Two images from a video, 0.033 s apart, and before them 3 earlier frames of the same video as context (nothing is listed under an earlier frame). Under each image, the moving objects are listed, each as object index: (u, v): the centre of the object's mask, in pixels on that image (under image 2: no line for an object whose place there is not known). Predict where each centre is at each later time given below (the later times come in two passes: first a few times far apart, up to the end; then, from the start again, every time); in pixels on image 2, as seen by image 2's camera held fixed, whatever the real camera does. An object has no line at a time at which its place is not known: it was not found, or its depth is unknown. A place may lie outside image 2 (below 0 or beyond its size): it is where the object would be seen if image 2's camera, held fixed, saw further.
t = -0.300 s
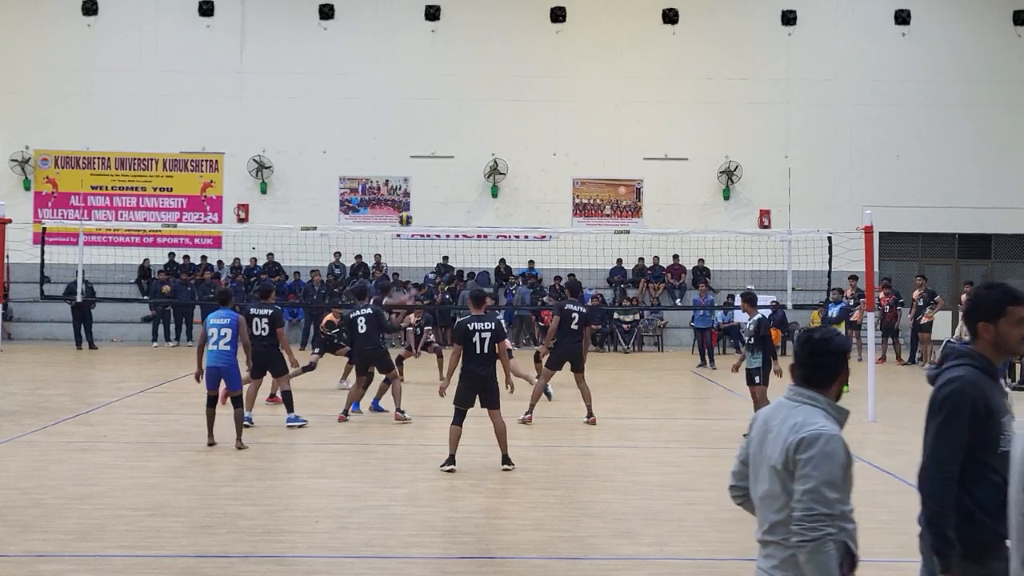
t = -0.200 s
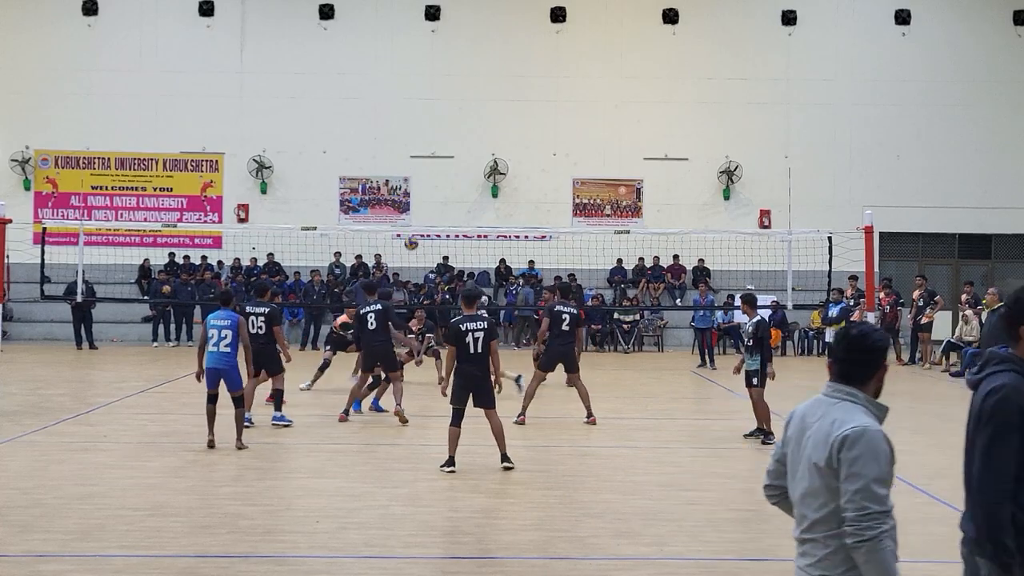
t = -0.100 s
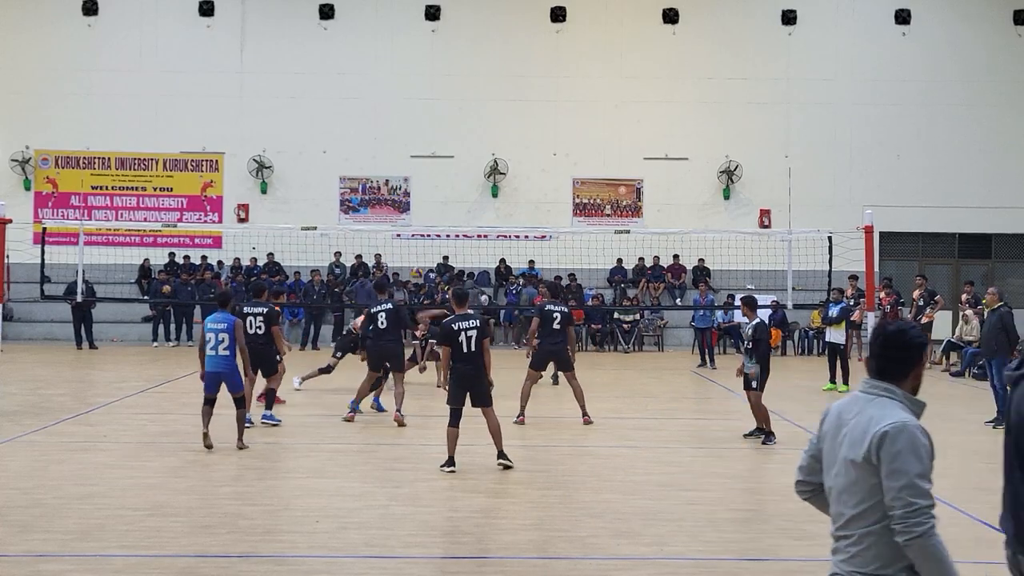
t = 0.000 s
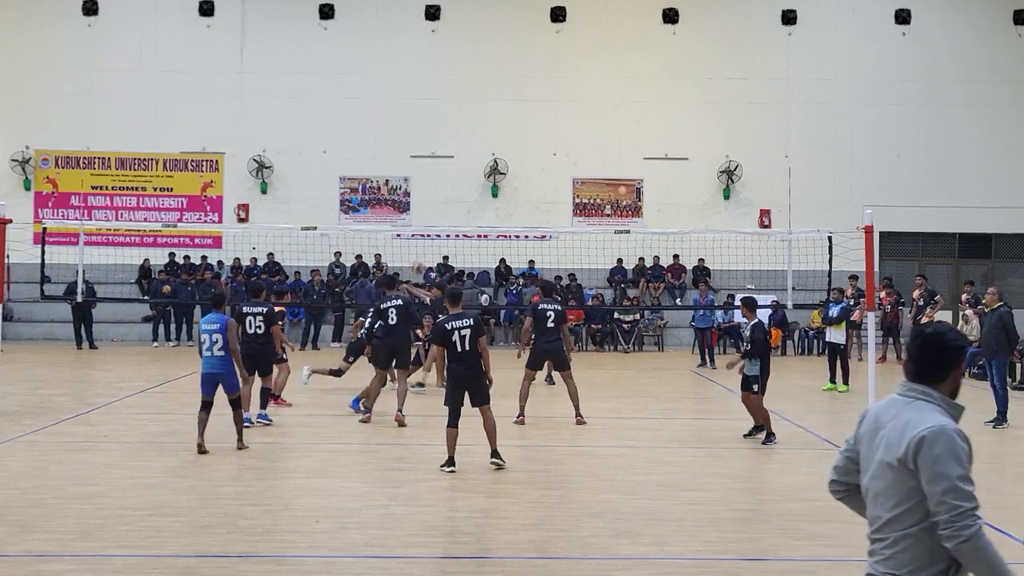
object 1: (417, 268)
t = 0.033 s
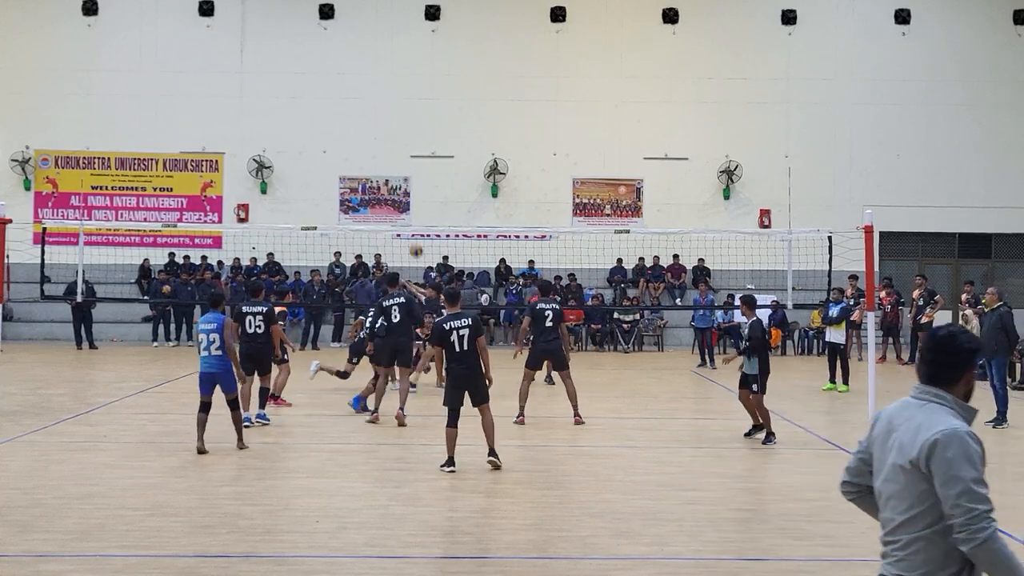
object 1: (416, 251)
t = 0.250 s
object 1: (405, 156)
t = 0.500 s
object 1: (393, 84)
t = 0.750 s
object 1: (381, 54)
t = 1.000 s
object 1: (370, 65)
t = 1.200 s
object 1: (360, 103)
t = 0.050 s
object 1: (415, 243)
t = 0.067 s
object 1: (414, 237)
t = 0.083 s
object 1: (414, 223)
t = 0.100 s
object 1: (413, 218)
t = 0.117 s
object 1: (412, 211)
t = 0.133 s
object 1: (413, 204)
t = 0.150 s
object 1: (411, 196)
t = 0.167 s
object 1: (412, 189)
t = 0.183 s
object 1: (408, 181)
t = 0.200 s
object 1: (408, 175)
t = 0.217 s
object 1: (407, 168)
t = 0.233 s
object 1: (406, 162)
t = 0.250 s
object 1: (405, 156)
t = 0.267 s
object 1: (404, 150)
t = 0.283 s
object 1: (404, 144)
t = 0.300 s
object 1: (403, 138)
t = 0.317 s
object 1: (402, 133)
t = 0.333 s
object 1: (401, 127)
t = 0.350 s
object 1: (400, 122)
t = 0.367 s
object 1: (400, 117)
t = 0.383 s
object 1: (399, 112)
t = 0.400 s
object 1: (398, 108)
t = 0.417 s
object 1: (397, 104)
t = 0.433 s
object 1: (397, 99)
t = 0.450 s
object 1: (396, 95)
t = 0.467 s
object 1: (395, 91)
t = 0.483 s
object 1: (394, 88)
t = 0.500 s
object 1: (393, 84)
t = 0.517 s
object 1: (392, 81)
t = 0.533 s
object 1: (392, 78)
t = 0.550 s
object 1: (391, 75)
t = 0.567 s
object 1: (390, 72)
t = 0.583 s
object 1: (389, 70)
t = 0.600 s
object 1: (388, 68)
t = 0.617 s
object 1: (388, 65)
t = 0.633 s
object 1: (387, 63)
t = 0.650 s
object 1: (386, 61)
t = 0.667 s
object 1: (385, 60)
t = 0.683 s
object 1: (385, 58)
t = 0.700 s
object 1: (384, 57)
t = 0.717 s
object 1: (383, 56)
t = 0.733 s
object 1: (382, 55)
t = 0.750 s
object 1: (381, 54)
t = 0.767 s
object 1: (381, 54)
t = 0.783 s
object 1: (380, 53)
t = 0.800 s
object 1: (379, 53)
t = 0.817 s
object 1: (378, 53)
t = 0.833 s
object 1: (377, 53)
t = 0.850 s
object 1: (377, 54)
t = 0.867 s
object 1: (376, 54)
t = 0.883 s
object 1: (375, 55)
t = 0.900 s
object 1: (374, 56)
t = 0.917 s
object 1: (373, 57)
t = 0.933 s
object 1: (373, 58)
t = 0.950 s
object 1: (372, 59)
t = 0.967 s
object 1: (371, 61)
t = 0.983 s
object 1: (370, 63)
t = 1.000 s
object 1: (370, 65)
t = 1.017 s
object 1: (369, 67)
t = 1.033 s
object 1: (368, 69)
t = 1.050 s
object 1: (367, 72)
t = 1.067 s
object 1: (366, 75)
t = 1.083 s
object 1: (365, 78)
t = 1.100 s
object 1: (365, 80)
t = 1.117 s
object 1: (364, 84)
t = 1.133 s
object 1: (363, 87)
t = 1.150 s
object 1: (362, 91)
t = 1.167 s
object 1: (361, 94)
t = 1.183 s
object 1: (360, 99)
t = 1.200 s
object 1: (360, 103)
